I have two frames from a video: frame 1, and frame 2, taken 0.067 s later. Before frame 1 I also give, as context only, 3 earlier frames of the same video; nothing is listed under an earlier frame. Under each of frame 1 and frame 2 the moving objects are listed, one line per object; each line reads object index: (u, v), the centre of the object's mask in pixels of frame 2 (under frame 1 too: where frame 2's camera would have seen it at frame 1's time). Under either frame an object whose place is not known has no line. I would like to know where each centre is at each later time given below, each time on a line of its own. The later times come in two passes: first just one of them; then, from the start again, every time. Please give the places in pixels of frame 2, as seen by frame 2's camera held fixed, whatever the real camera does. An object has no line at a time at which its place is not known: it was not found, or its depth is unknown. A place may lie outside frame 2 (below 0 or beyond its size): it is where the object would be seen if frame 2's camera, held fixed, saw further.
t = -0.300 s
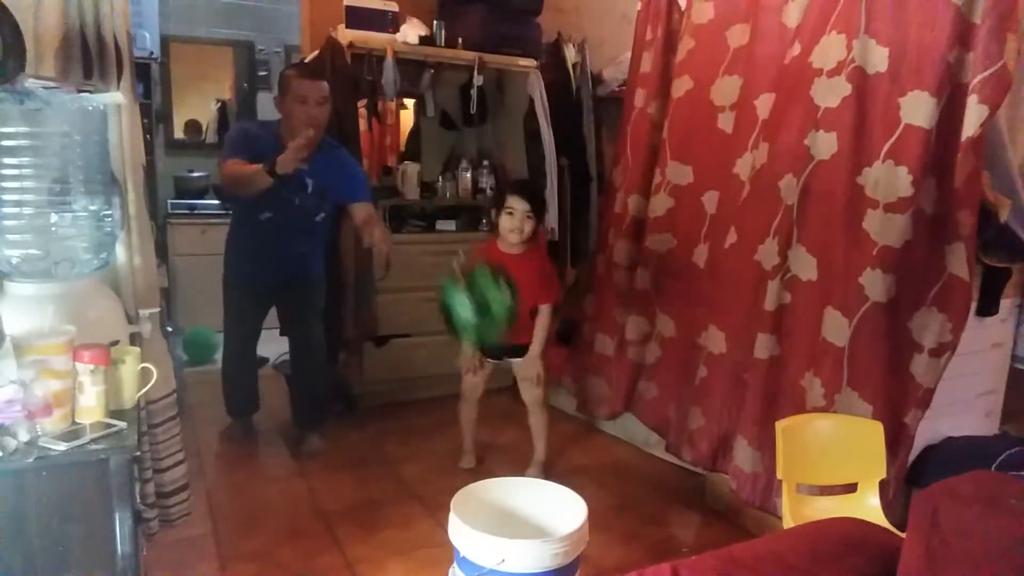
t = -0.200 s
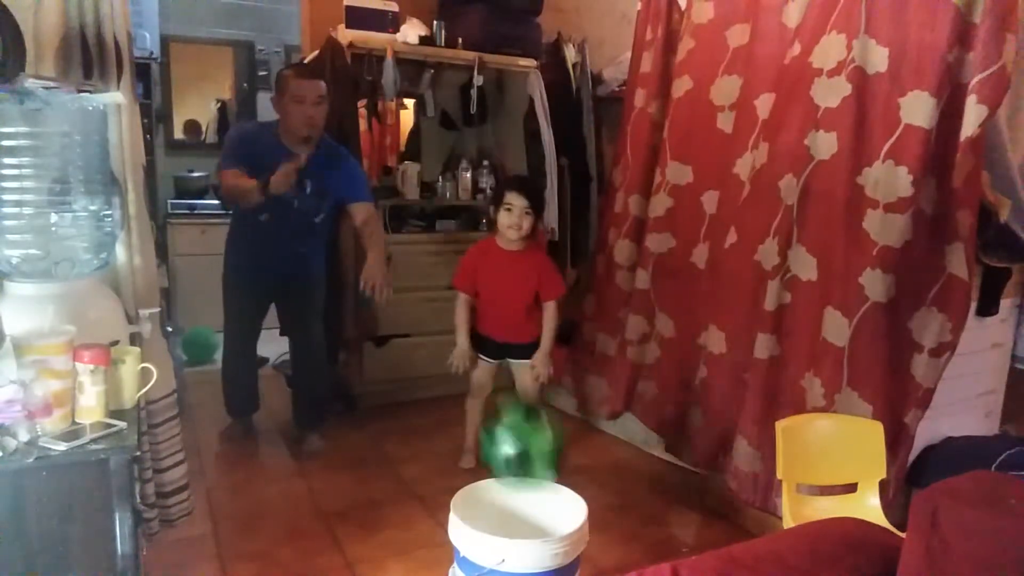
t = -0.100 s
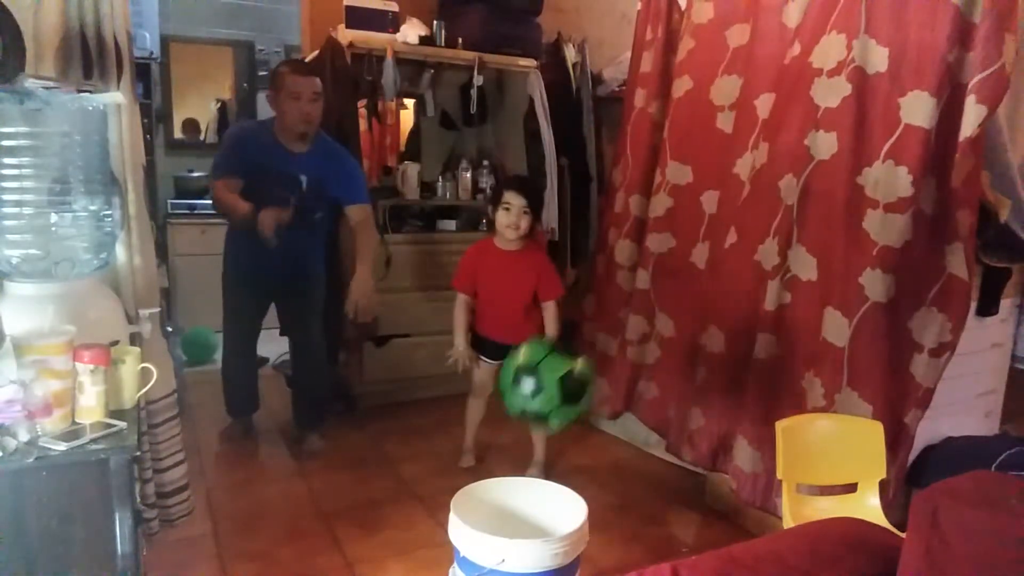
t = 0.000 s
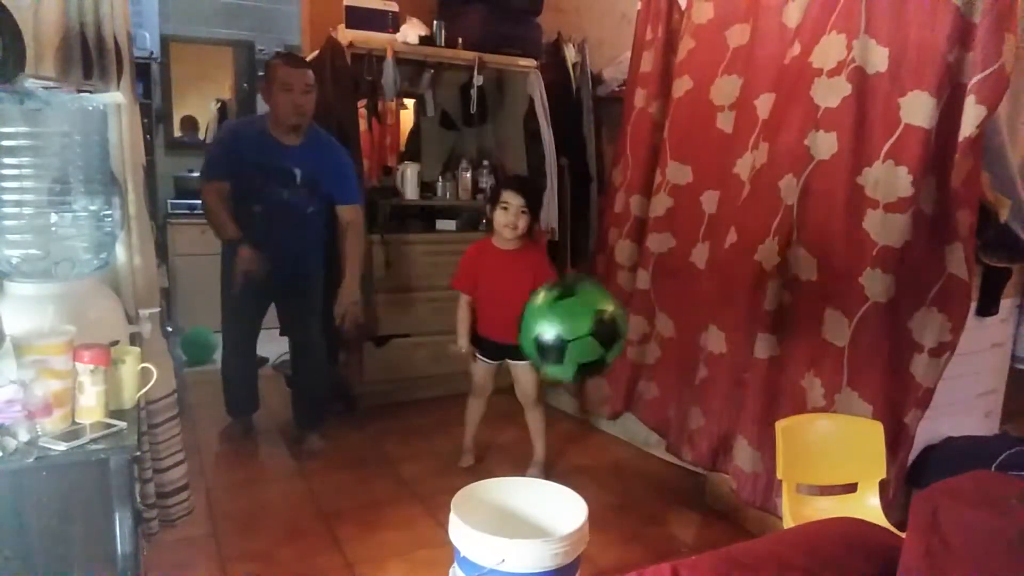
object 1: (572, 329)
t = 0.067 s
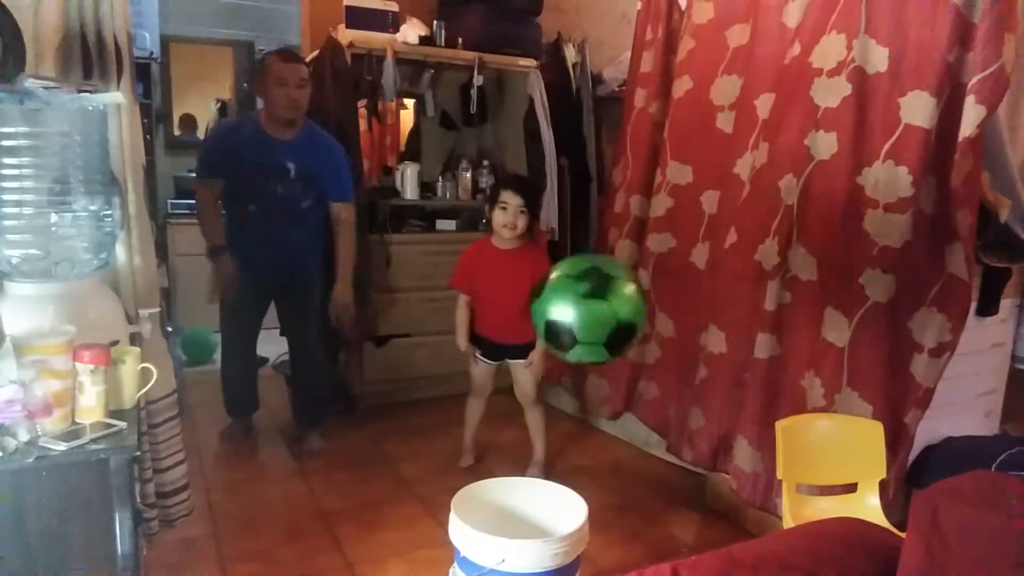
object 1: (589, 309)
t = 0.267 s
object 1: (648, 368)
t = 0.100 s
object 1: (598, 305)
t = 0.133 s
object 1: (607, 306)
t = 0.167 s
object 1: (616, 311)
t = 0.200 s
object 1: (625, 322)
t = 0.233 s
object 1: (637, 341)
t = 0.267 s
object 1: (648, 368)
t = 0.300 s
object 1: (658, 402)
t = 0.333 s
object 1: (667, 445)
